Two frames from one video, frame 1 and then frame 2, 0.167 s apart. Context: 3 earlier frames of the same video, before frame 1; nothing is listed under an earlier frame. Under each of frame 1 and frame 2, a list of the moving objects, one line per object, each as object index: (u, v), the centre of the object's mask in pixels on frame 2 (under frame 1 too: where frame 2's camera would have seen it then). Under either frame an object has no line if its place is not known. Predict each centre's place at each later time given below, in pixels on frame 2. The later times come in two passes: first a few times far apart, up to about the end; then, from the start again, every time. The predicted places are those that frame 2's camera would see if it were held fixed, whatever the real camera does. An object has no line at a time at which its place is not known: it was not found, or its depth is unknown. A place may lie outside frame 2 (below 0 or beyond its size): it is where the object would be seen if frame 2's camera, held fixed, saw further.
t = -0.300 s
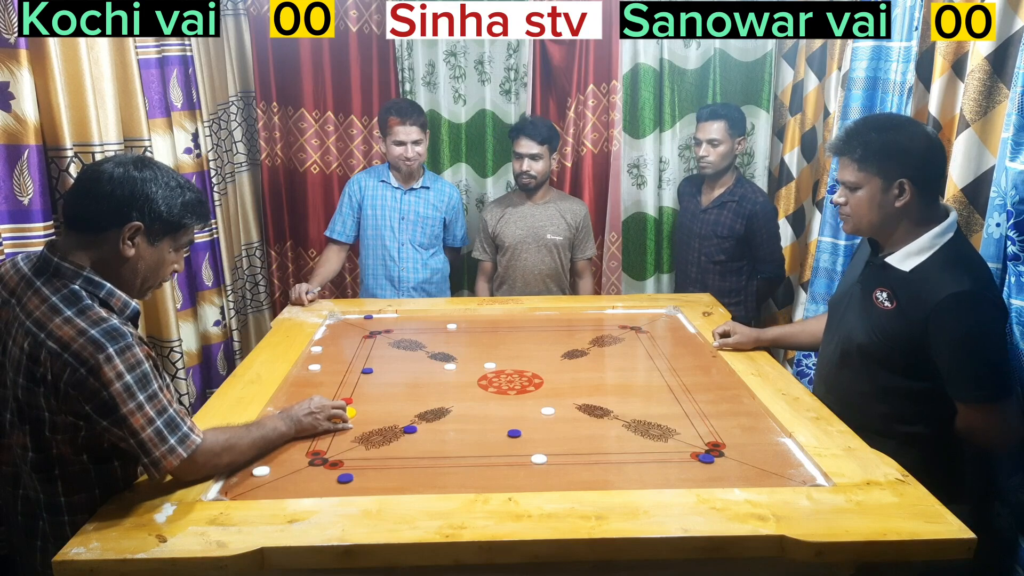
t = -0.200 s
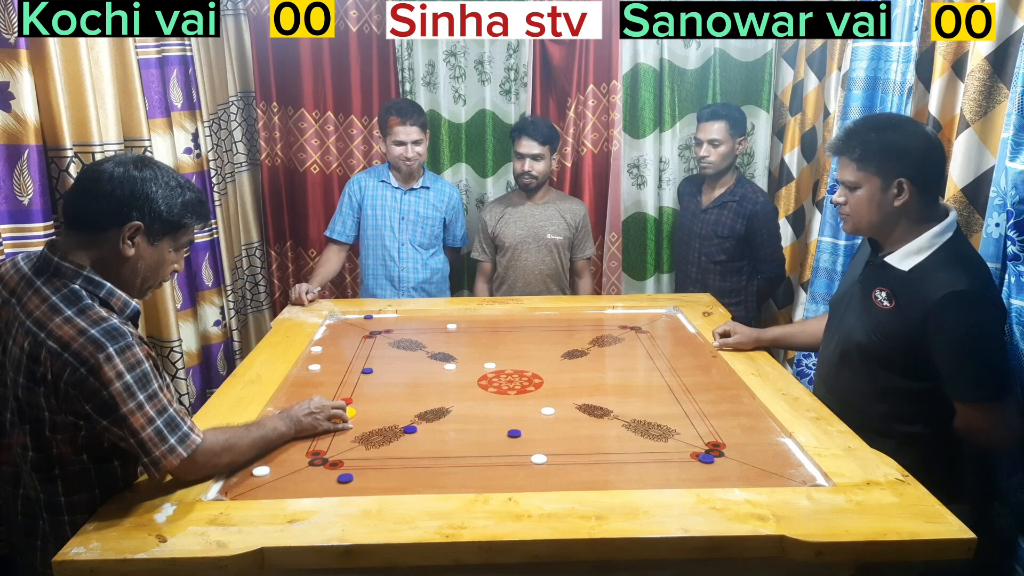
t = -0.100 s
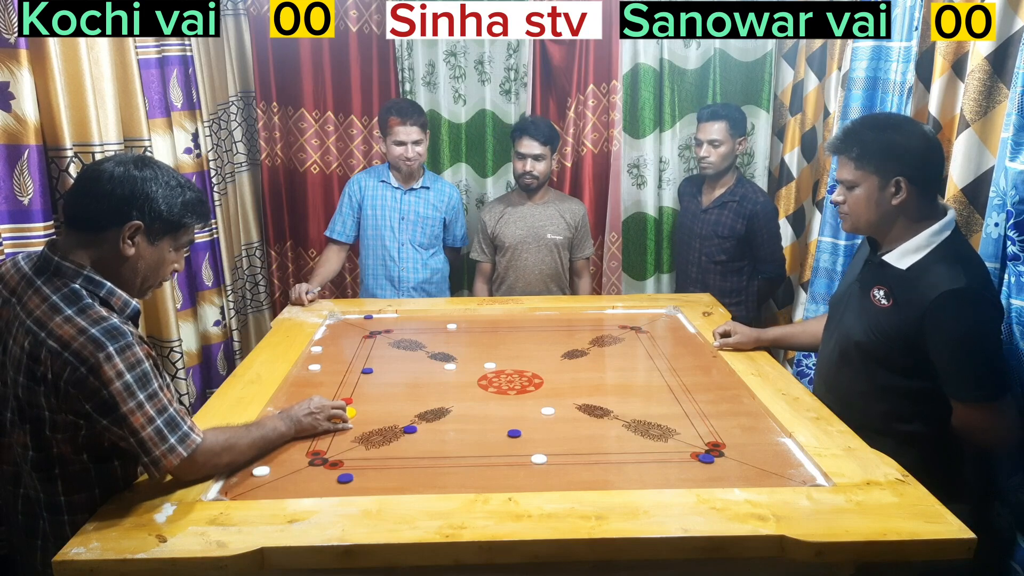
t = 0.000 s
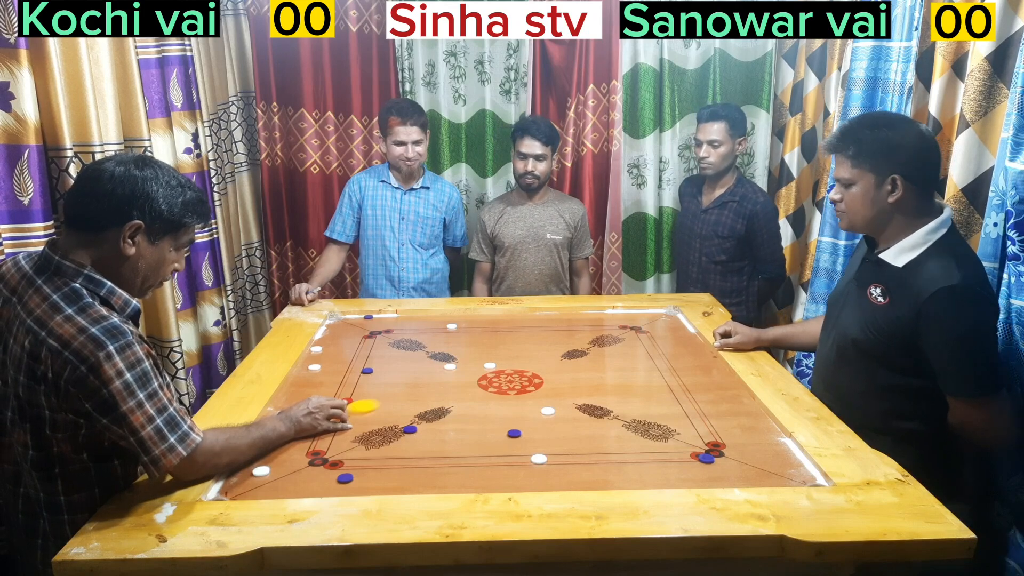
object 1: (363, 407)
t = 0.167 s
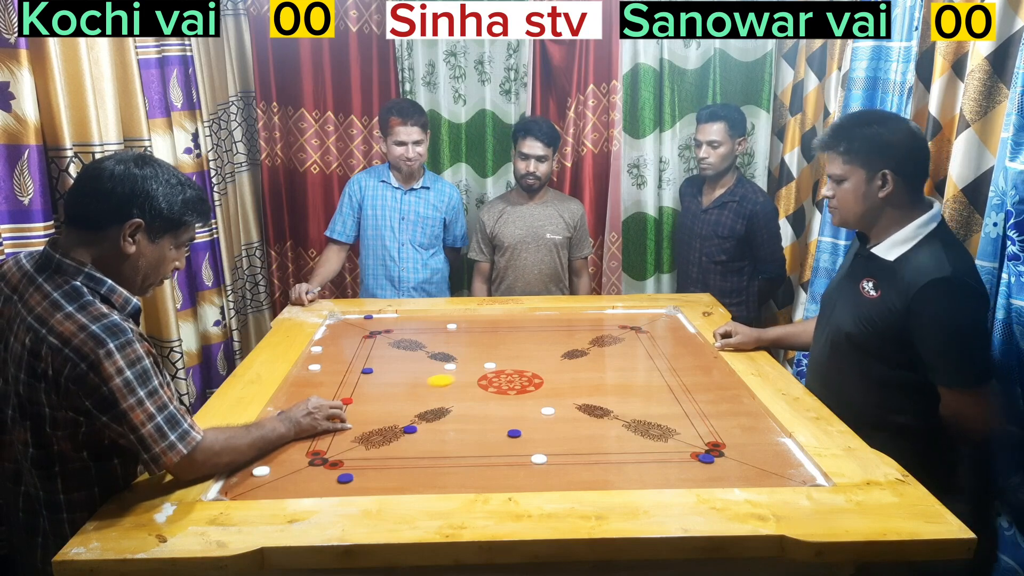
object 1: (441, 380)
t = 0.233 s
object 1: (467, 371)
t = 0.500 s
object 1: (519, 352)
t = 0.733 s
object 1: (542, 343)
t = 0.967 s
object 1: (550, 341)
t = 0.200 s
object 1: (454, 376)
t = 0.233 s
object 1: (467, 371)
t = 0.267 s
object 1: (476, 368)
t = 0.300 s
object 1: (484, 365)
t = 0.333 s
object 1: (491, 362)
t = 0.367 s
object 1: (498, 360)
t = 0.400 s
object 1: (503, 358)
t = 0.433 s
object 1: (509, 355)
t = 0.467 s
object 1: (514, 353)
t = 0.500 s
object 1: (519, 352)
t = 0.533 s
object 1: (523, 350)
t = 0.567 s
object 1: (527, 349)
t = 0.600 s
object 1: (531, 347)
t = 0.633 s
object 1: (534, 346)
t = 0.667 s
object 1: (537, 345)
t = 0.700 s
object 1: (539, 344)
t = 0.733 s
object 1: (542, 343)
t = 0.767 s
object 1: (545, 342)
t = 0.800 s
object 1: (546, 342)
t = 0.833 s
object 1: (549, 341)
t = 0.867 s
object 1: (549, 341)
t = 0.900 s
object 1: (550, 341)
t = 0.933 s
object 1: (550, 341)
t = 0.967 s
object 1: (550, 341)
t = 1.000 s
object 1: (550, 341)
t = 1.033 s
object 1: (550, 341)
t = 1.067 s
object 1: (550, 341)
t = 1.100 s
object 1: (550, 341)
